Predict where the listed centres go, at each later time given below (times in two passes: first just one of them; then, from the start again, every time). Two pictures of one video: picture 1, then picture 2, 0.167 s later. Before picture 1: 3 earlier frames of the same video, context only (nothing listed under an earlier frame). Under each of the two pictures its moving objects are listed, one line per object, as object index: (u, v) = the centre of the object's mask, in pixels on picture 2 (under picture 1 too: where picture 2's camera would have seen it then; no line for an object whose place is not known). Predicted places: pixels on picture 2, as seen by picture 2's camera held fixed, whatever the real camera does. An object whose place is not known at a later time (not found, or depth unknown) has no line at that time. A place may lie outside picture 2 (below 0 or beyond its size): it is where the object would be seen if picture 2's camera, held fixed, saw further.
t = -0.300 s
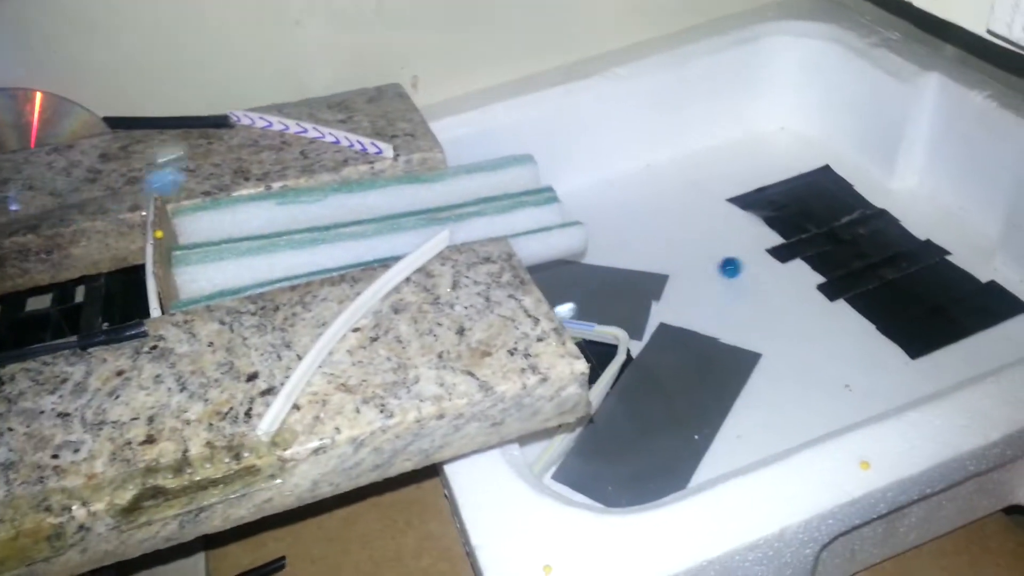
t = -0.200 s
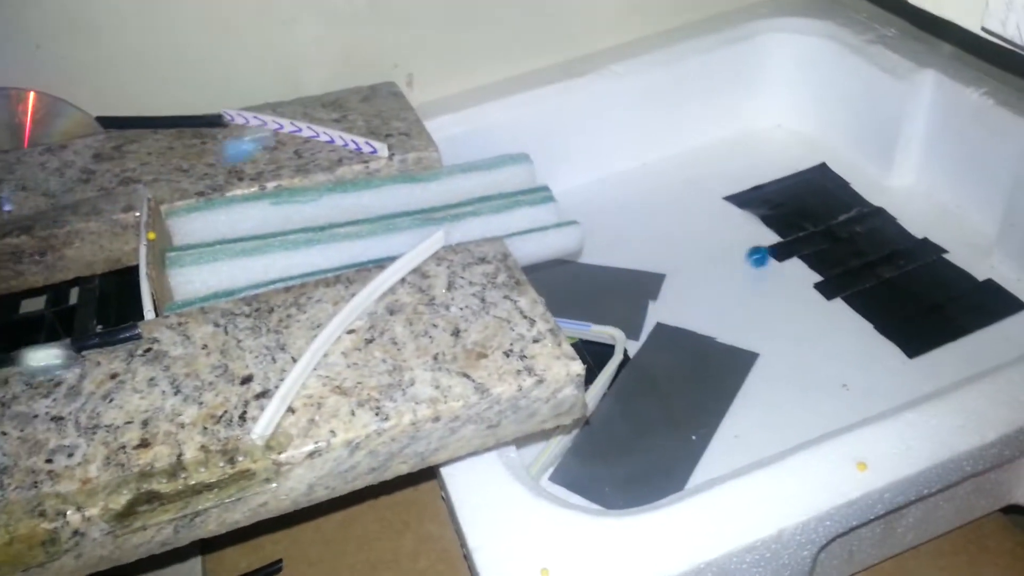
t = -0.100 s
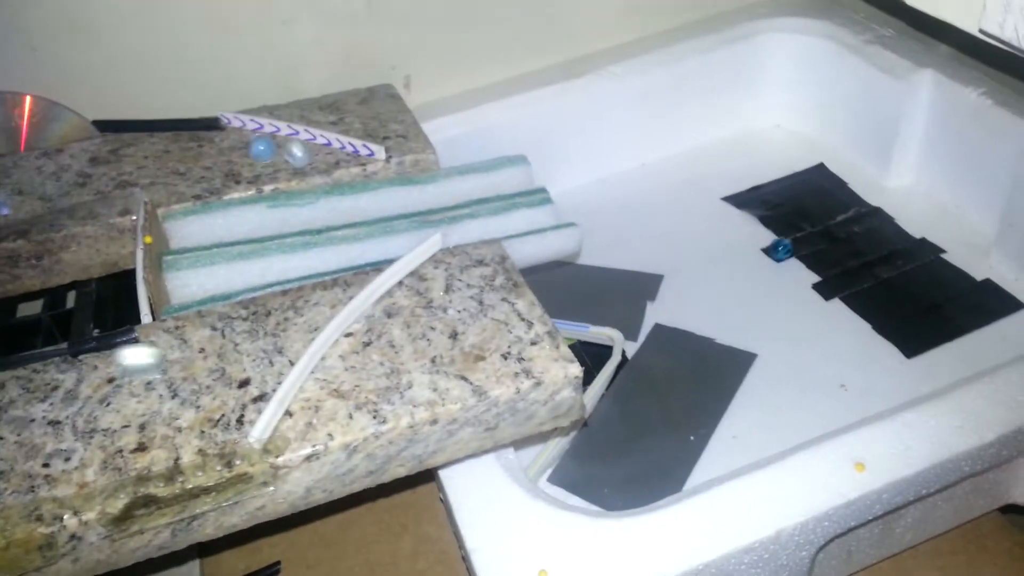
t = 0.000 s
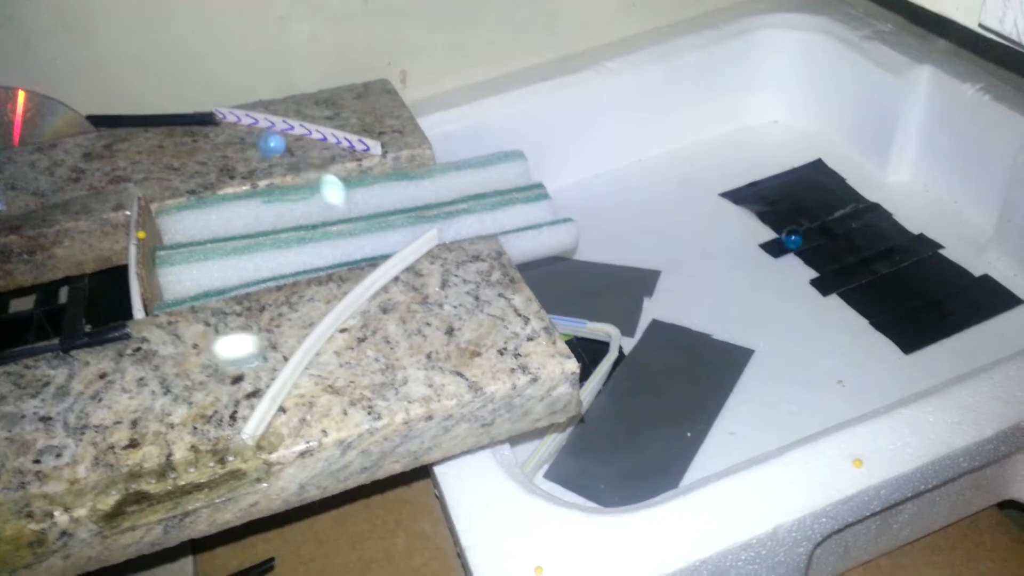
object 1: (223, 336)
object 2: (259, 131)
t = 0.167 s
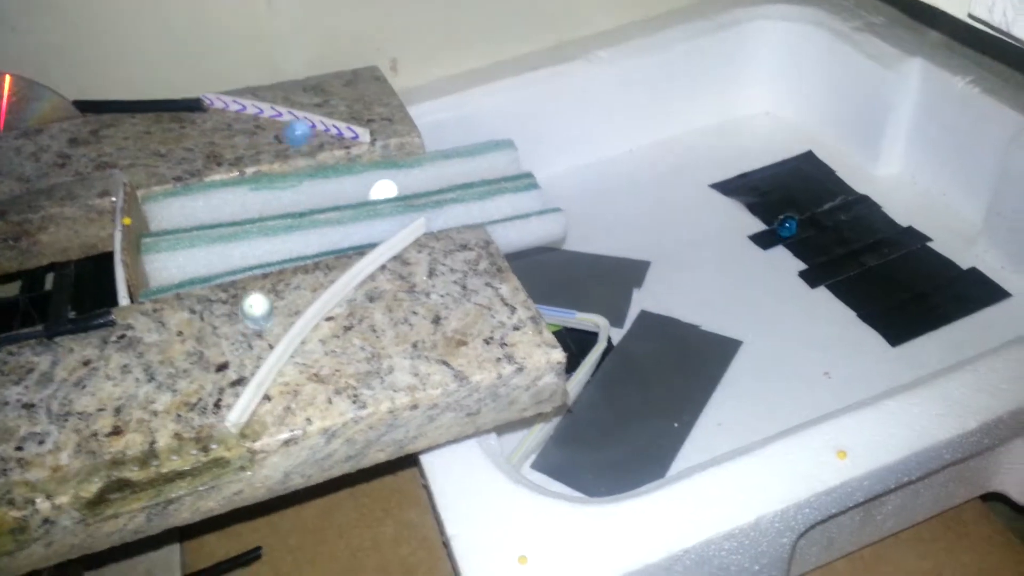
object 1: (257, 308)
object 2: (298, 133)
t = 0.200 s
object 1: (261, 300)
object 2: (306, 133)
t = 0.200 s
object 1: (261, 300)
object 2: (306, 133)
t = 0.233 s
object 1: (266, 294)
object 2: (316, 134)
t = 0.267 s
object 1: (270, 287)
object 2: (325, 134)
